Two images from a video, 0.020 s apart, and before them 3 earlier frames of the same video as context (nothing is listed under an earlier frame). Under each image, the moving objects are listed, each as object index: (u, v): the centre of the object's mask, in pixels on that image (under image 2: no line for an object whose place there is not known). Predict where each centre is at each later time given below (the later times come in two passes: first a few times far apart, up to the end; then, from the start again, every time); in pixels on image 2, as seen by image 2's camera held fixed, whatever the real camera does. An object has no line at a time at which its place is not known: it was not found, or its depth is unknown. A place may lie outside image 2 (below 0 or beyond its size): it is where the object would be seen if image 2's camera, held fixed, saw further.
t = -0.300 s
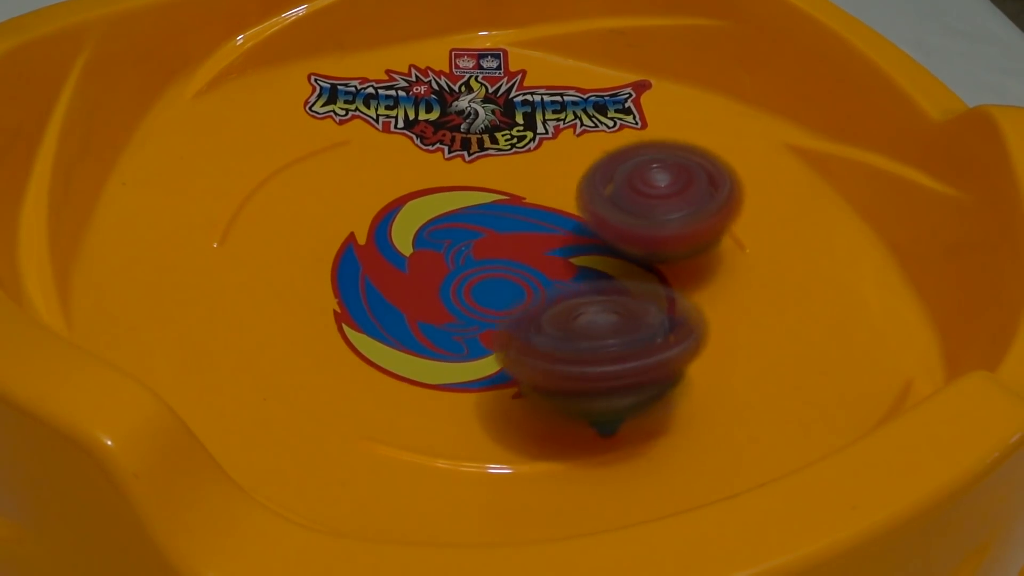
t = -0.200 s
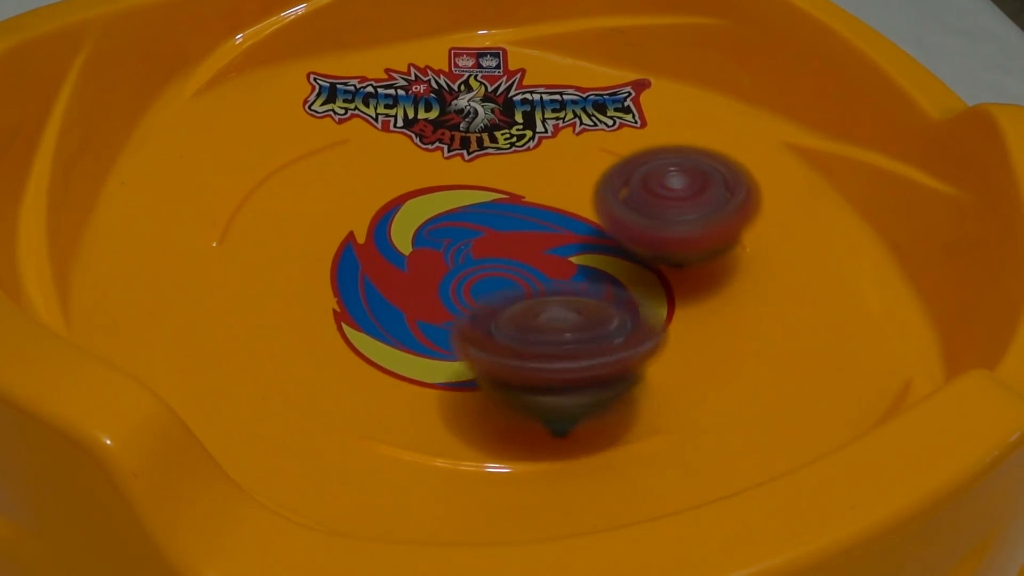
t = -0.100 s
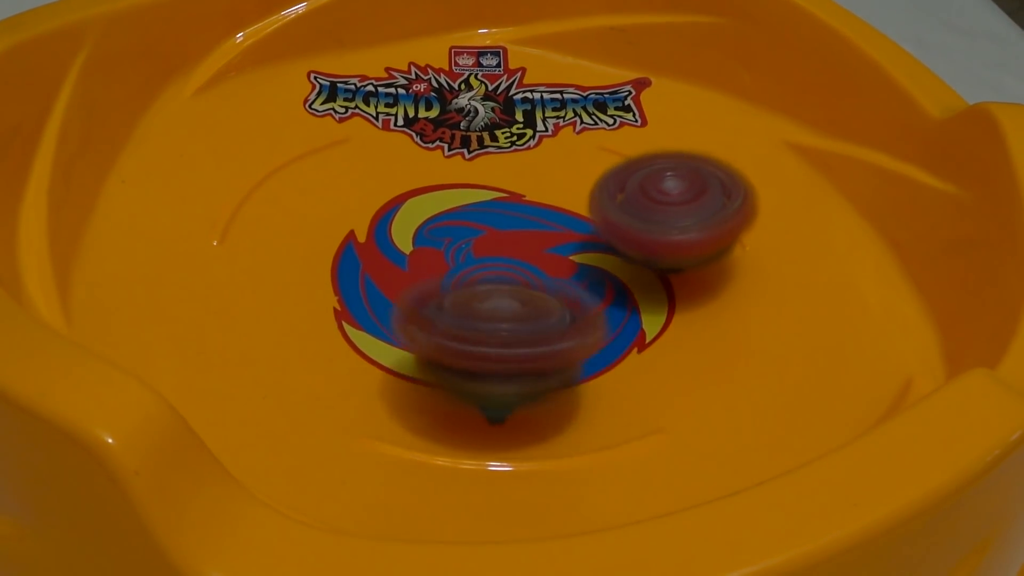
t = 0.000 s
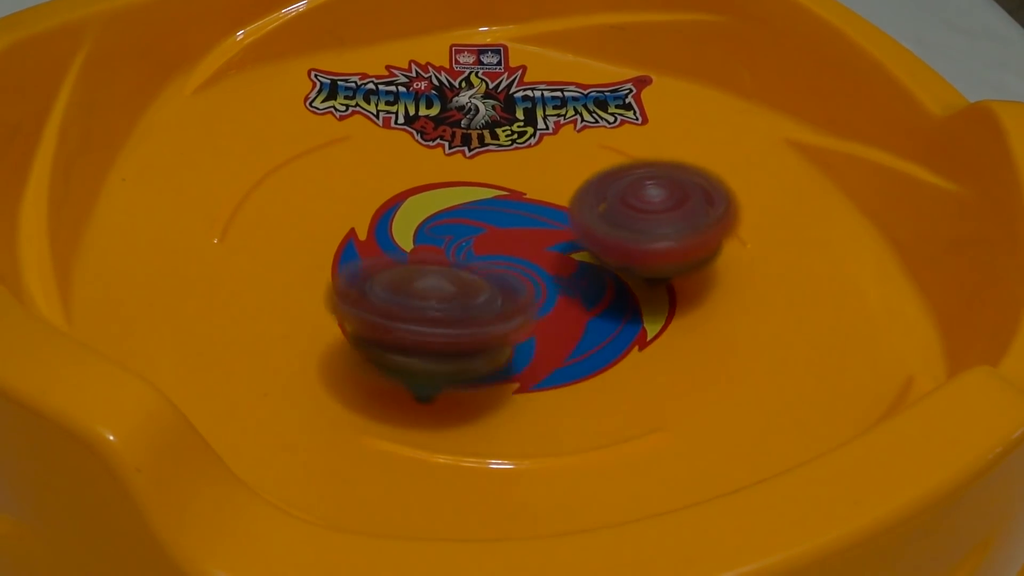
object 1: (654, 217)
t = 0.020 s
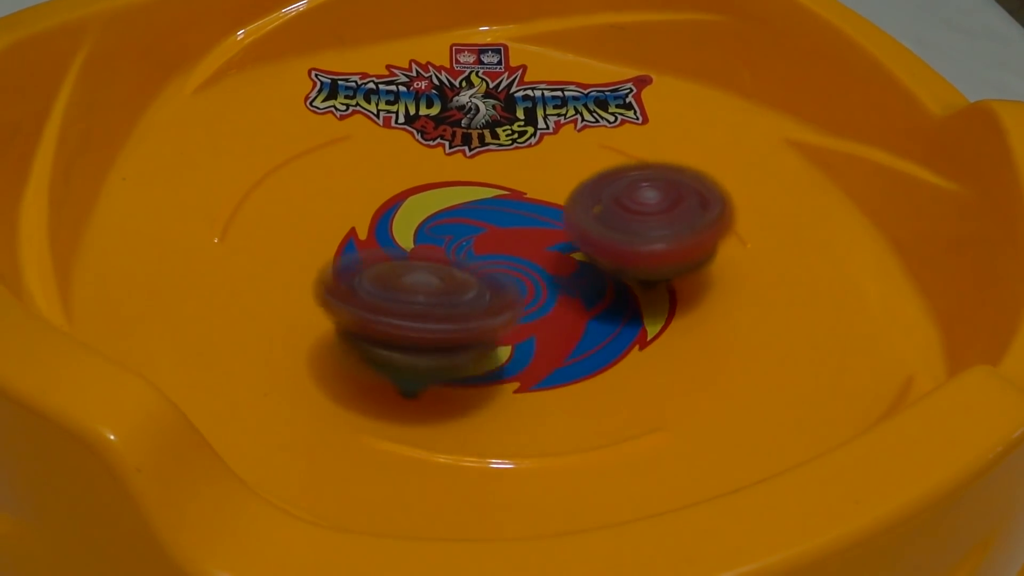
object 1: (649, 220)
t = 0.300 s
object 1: (557, 264)
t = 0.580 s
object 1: (475, 293)
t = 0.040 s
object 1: (643, 223)
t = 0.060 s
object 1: (637, 226)
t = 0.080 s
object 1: (631, 229)
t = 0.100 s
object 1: (625, 232)
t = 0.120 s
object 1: (618, 235)
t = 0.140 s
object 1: (612, 239)
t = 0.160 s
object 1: (606, 242)
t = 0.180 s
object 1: (600, 246)
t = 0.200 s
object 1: (592, 249)
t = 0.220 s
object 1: (585, 253)
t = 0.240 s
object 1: (577, 256)
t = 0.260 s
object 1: (570, 259)
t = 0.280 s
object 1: (563, 261)
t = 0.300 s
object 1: (557, 264)
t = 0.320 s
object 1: (550, 267)
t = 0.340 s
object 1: (544, 269)
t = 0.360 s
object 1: (537, 272)
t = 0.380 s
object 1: (530, 274)
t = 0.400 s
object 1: (523, 276)
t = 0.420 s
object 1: (516, 278)
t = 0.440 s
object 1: (508, 281)
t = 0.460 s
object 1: (501, 283)
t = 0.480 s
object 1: (496, 286)
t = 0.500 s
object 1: (490, 288)
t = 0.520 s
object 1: (486, 290)
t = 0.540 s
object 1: (482, 291)
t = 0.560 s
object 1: (478, 292)
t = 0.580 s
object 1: (475, 293)
